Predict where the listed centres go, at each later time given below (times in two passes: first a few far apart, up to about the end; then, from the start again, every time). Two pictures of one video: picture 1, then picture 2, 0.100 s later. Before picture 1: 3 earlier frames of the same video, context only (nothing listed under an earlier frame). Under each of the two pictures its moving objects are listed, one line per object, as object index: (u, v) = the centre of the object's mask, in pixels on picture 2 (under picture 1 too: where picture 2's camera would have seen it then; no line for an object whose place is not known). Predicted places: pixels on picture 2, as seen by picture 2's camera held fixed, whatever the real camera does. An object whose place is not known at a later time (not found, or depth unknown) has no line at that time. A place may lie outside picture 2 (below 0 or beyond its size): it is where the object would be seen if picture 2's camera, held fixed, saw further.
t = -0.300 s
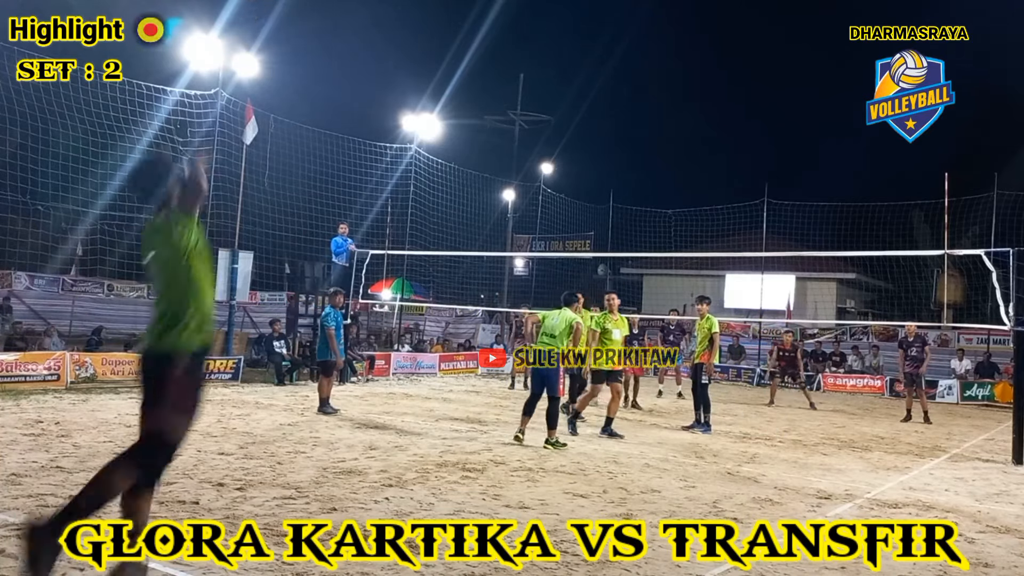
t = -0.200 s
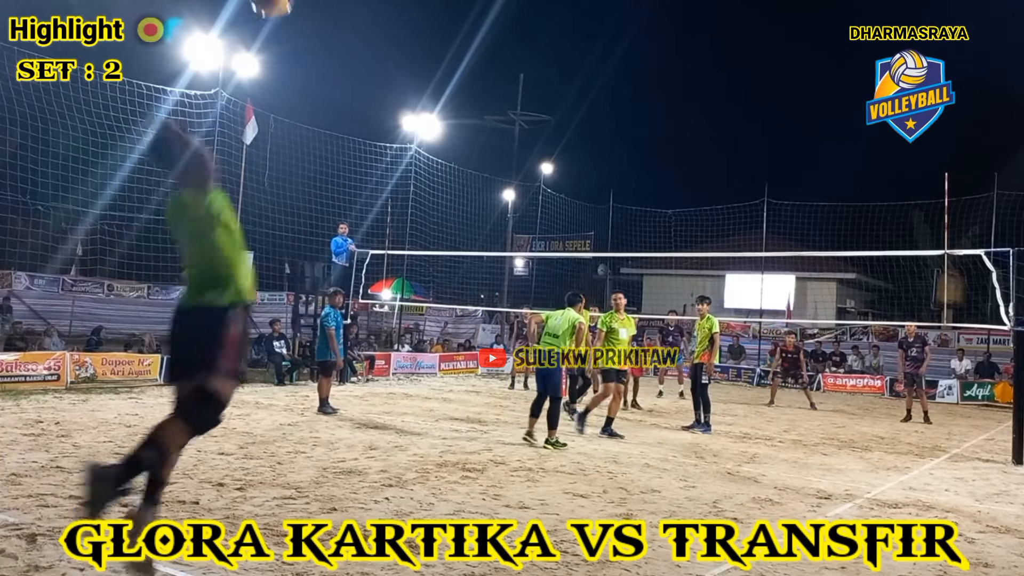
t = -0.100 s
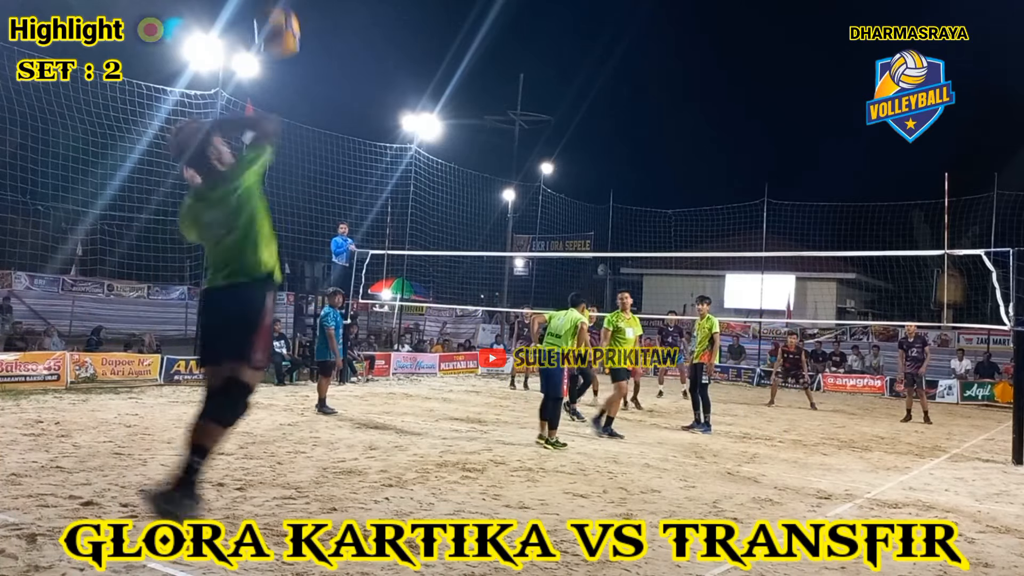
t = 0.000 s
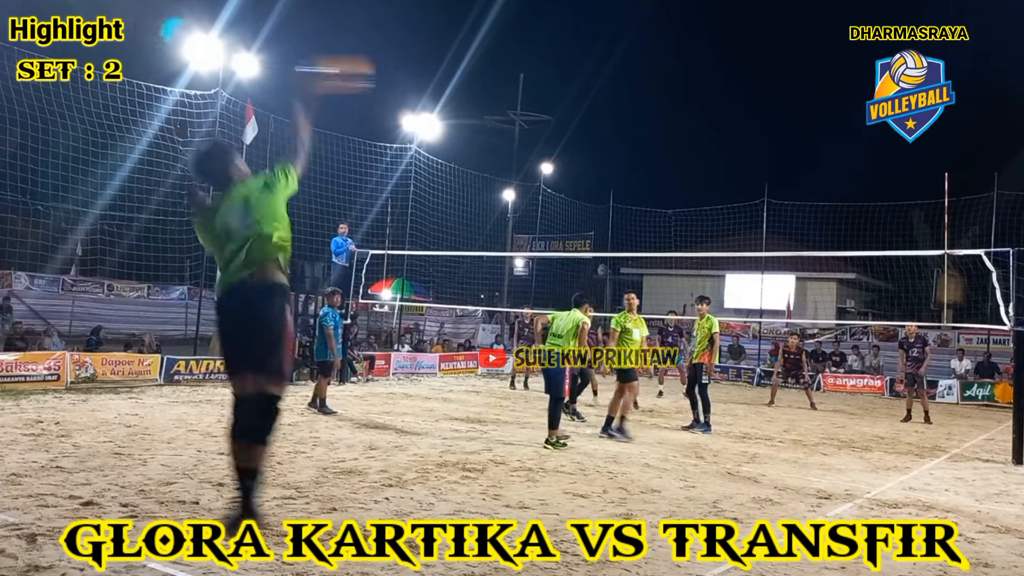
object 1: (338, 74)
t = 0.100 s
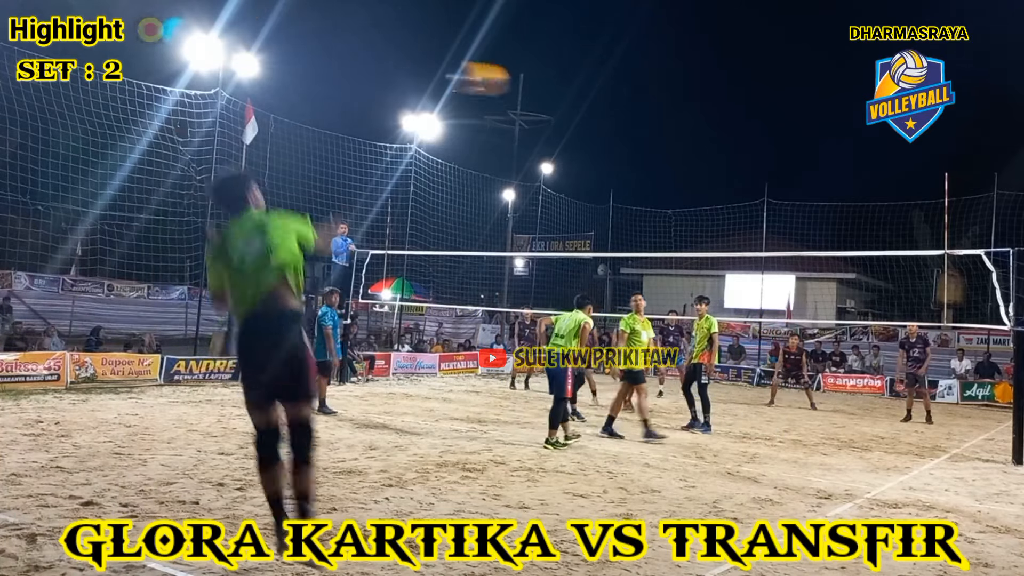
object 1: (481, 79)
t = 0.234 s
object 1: (600, 99)
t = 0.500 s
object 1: (721, 162)
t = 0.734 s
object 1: (777, 228)
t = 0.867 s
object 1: (800, 268)
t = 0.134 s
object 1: (516, 83)
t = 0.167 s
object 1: (547, 88)
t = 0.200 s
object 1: (576, 93)
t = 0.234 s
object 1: (600, 99)
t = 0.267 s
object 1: (622, 105)
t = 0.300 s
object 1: (641, 112)
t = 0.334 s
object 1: (658, 119)
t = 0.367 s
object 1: (673, 127)
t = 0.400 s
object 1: (687, 135)
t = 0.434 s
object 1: (699, 144)
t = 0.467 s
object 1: (711, 152)
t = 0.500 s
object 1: (721, 162)
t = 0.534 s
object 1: (731, 170)
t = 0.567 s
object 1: (739, 180)
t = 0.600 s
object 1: (748, 189)
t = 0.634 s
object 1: (756, 198)
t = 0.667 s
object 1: (763, 208)
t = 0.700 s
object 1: (770, 219)
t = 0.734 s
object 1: (777, 228)
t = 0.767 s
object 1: (784, 238)
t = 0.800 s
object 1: (789, 246)
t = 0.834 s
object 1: (796, 260)
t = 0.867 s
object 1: (800, 268)
